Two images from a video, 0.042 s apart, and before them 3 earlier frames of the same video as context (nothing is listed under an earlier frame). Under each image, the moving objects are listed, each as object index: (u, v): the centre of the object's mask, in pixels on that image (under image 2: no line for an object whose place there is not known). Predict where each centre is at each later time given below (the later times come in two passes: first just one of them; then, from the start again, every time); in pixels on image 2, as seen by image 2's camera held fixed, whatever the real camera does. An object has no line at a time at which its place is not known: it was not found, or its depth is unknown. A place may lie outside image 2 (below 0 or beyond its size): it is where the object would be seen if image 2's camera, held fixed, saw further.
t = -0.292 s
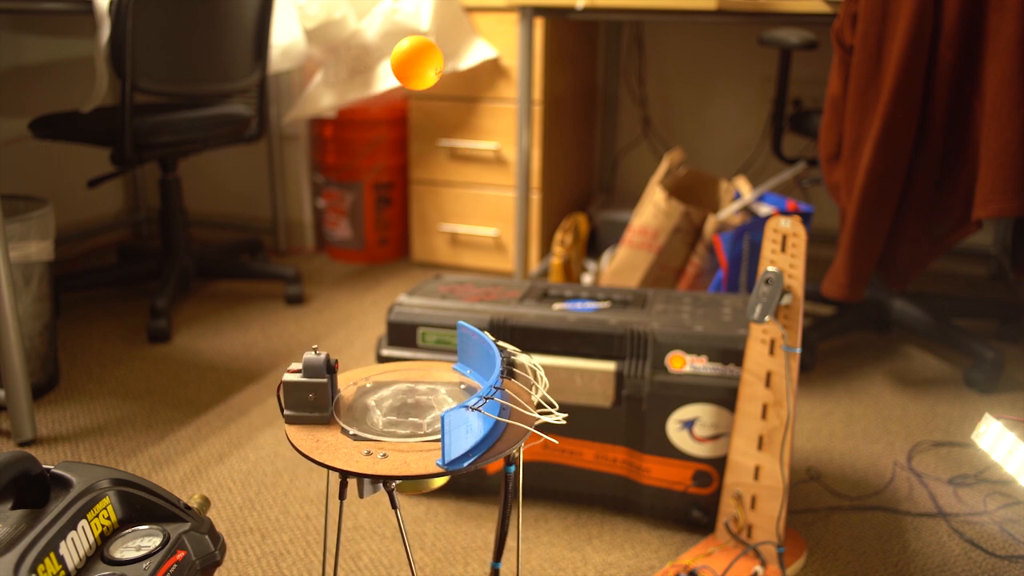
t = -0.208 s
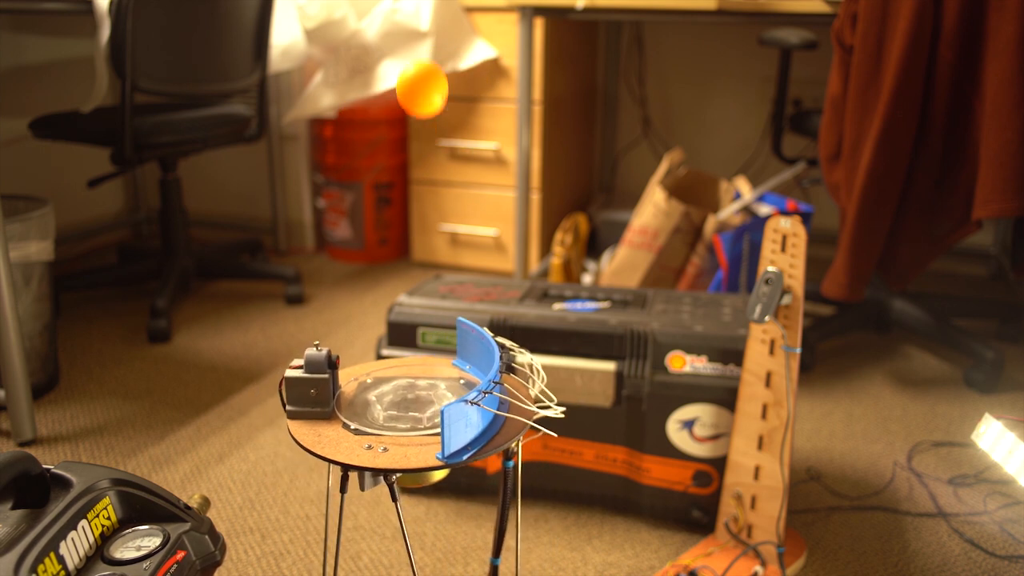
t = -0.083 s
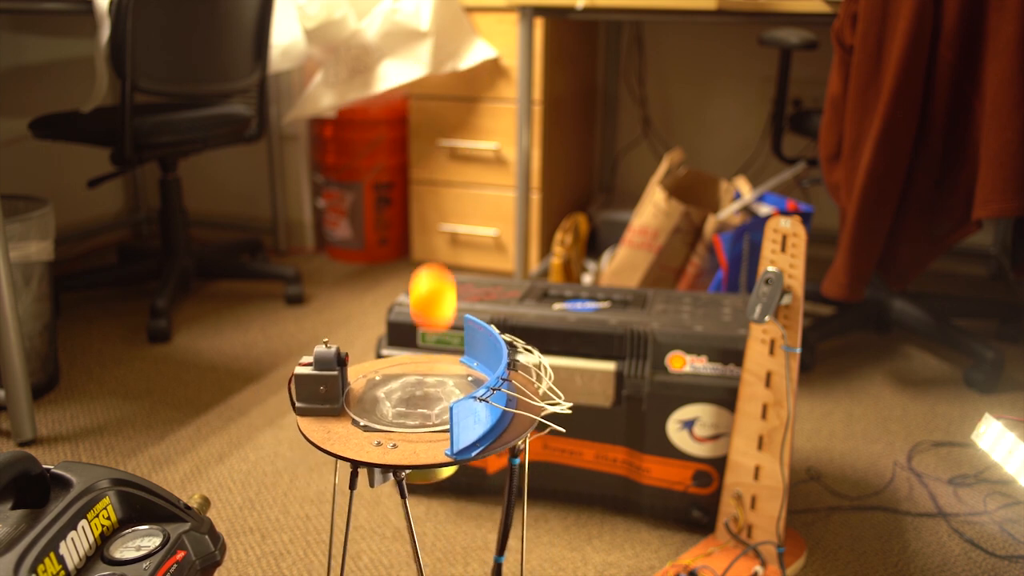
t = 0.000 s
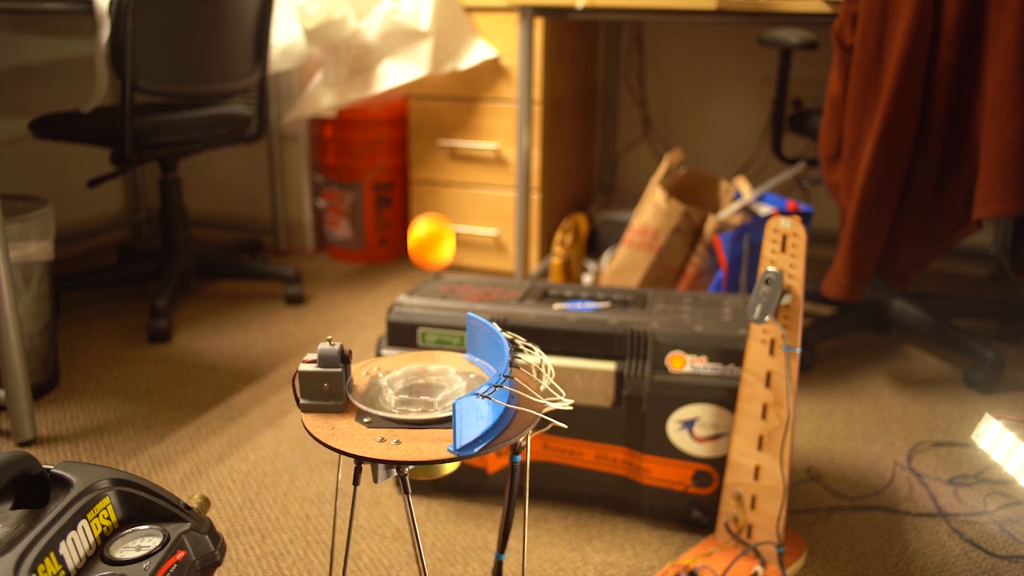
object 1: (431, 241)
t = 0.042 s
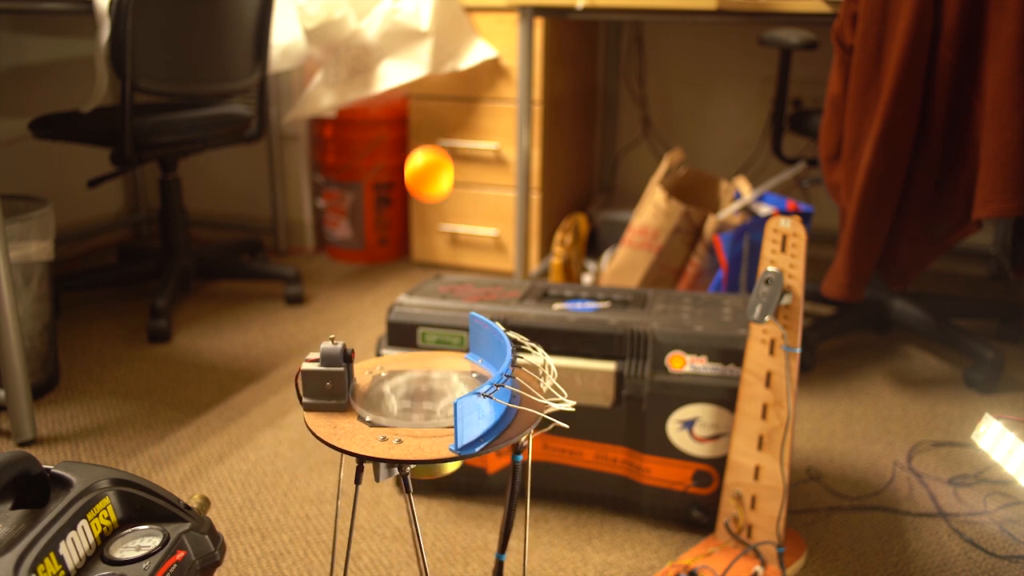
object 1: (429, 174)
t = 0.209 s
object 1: (424, 84)
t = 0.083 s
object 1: (427, 122)
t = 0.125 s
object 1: (426, 88)
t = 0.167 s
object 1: (425, 74)
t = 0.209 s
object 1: (424, 84)
